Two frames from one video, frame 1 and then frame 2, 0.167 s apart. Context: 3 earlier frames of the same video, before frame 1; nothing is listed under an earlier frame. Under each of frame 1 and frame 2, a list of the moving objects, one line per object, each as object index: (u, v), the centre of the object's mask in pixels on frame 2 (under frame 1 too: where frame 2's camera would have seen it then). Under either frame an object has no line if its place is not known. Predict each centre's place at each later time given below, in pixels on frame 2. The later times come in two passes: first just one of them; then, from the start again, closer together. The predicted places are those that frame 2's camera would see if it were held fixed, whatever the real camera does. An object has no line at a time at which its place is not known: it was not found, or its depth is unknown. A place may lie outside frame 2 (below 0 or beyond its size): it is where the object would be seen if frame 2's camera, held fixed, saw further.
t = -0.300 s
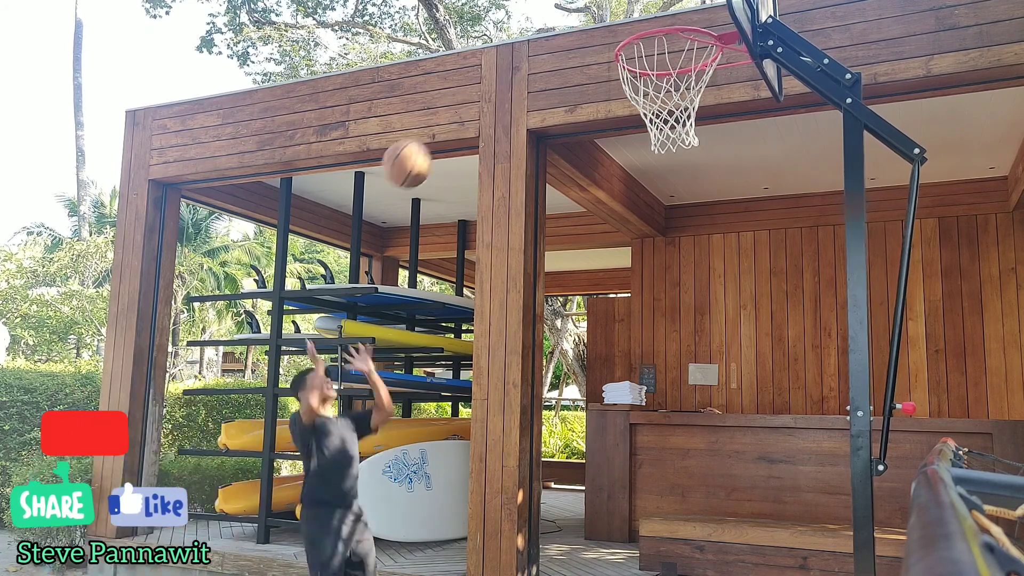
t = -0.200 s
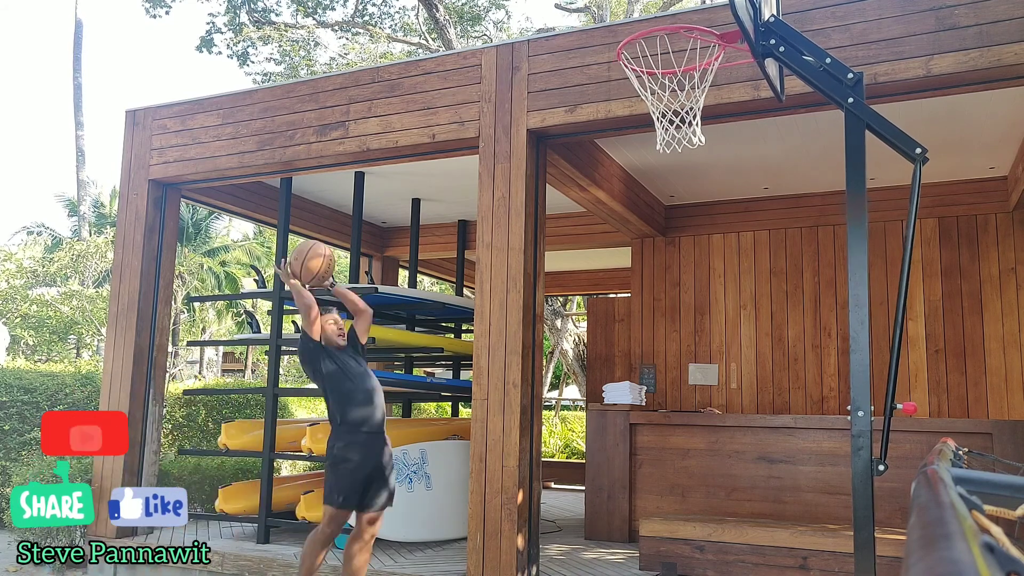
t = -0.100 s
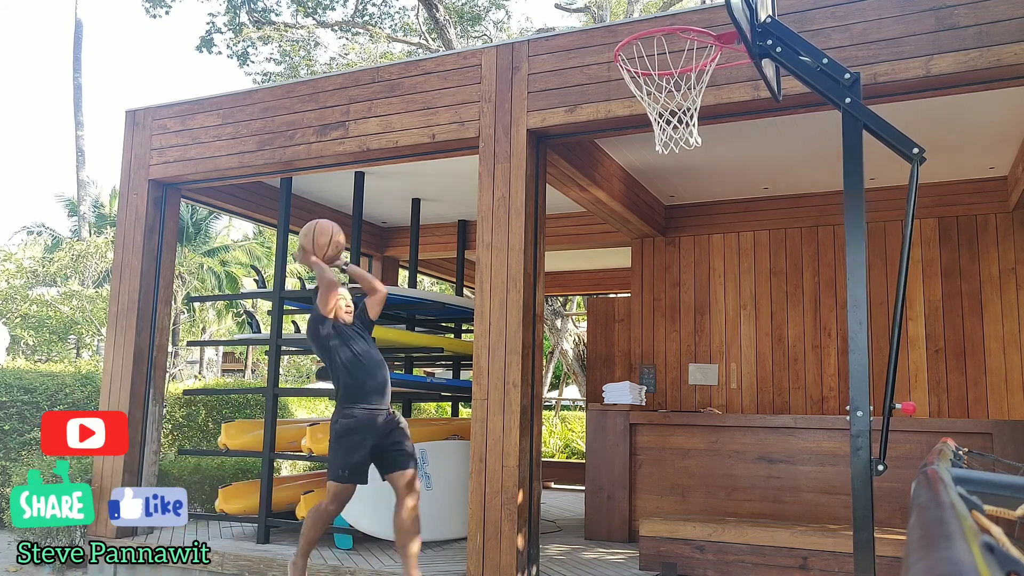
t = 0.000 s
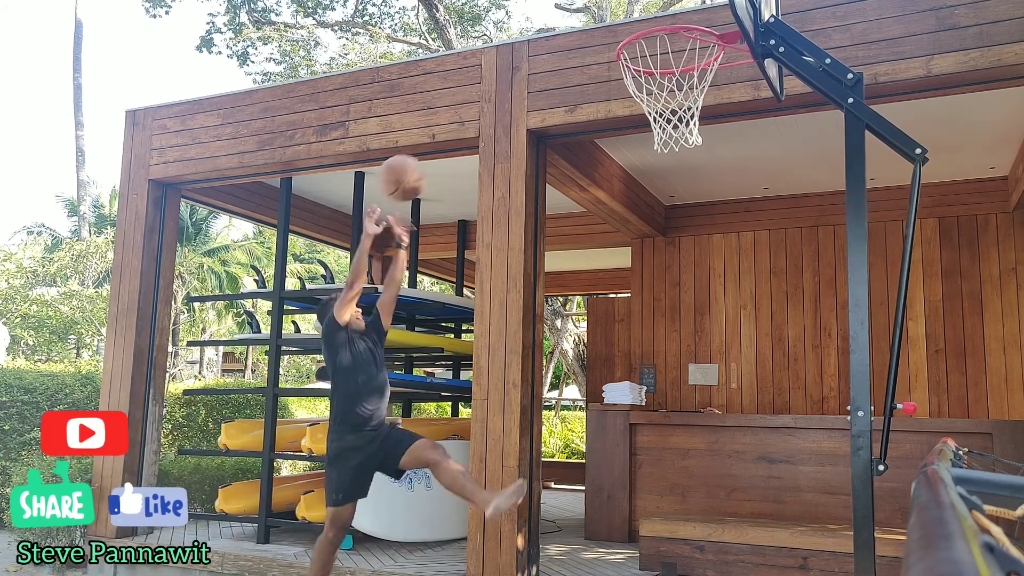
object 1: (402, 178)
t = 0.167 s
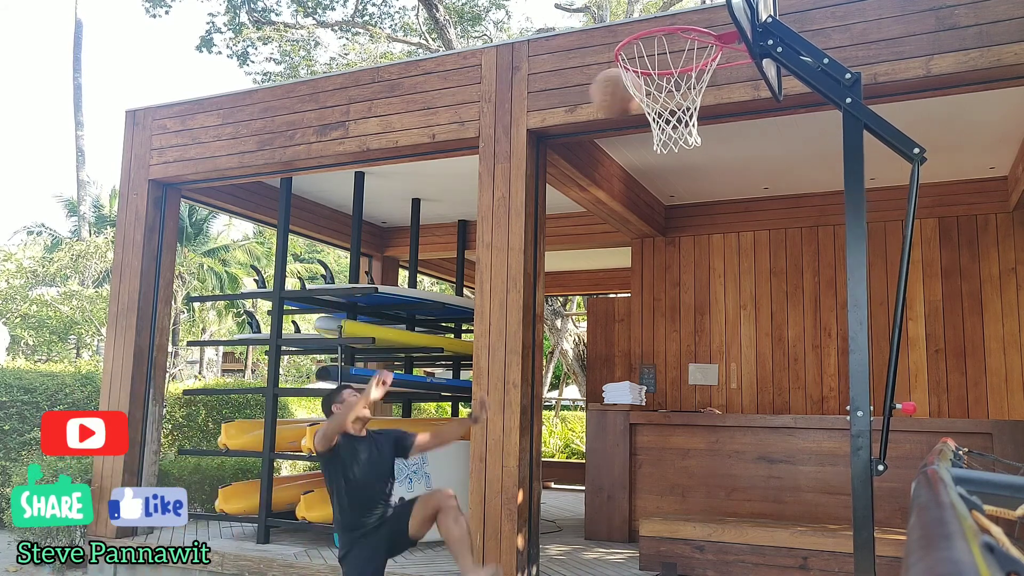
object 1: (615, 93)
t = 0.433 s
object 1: (756, 326)
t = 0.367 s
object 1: (728, 245)
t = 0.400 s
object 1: (741, 283)
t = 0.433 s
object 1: (756, 326)
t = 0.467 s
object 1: (769, 372)
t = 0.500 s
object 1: (778, 404)
